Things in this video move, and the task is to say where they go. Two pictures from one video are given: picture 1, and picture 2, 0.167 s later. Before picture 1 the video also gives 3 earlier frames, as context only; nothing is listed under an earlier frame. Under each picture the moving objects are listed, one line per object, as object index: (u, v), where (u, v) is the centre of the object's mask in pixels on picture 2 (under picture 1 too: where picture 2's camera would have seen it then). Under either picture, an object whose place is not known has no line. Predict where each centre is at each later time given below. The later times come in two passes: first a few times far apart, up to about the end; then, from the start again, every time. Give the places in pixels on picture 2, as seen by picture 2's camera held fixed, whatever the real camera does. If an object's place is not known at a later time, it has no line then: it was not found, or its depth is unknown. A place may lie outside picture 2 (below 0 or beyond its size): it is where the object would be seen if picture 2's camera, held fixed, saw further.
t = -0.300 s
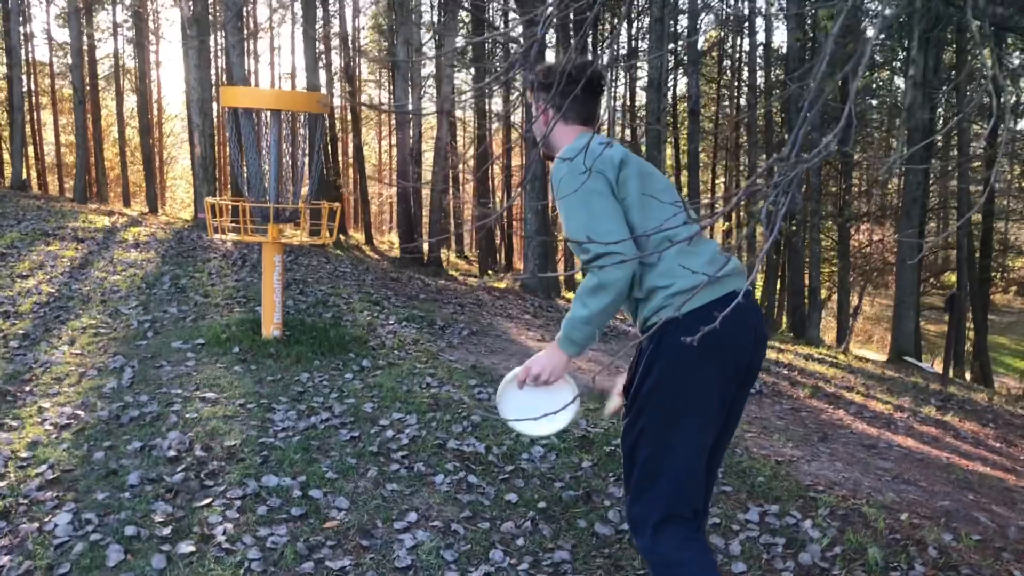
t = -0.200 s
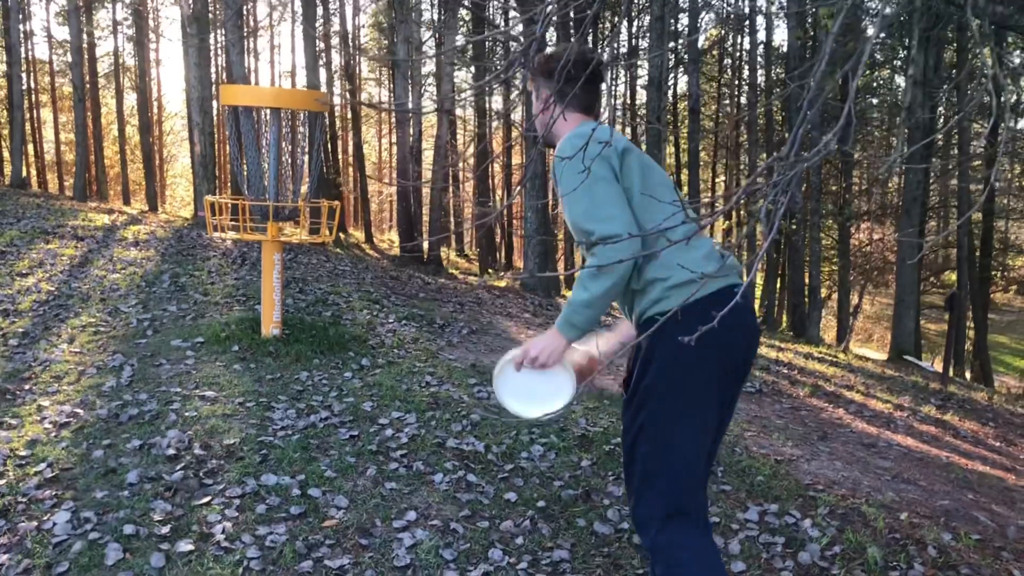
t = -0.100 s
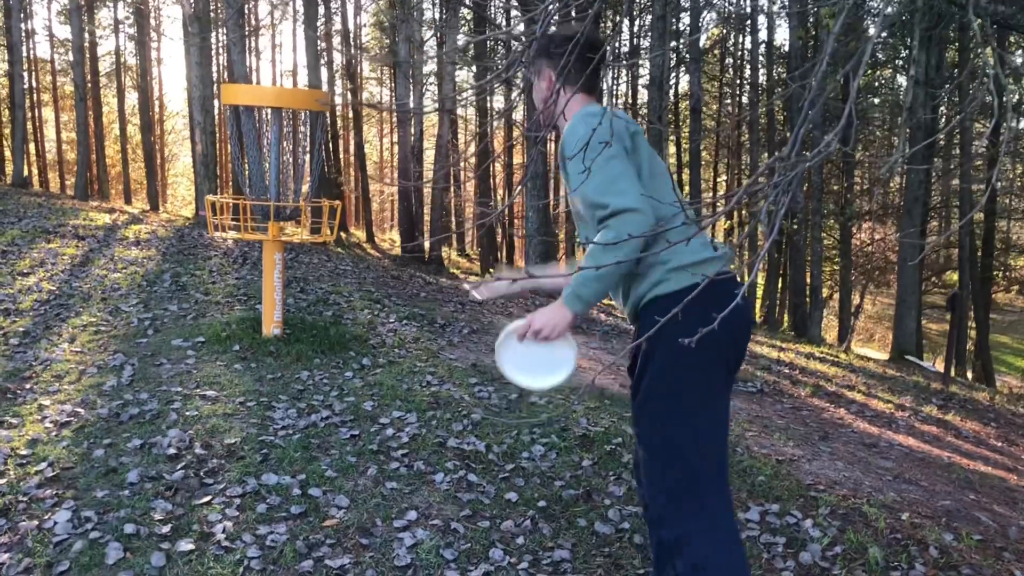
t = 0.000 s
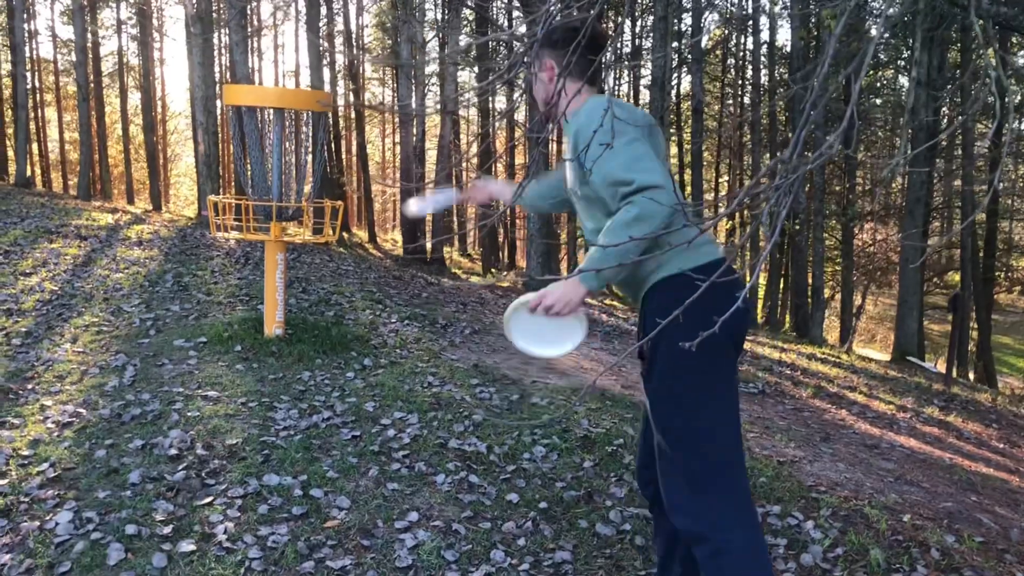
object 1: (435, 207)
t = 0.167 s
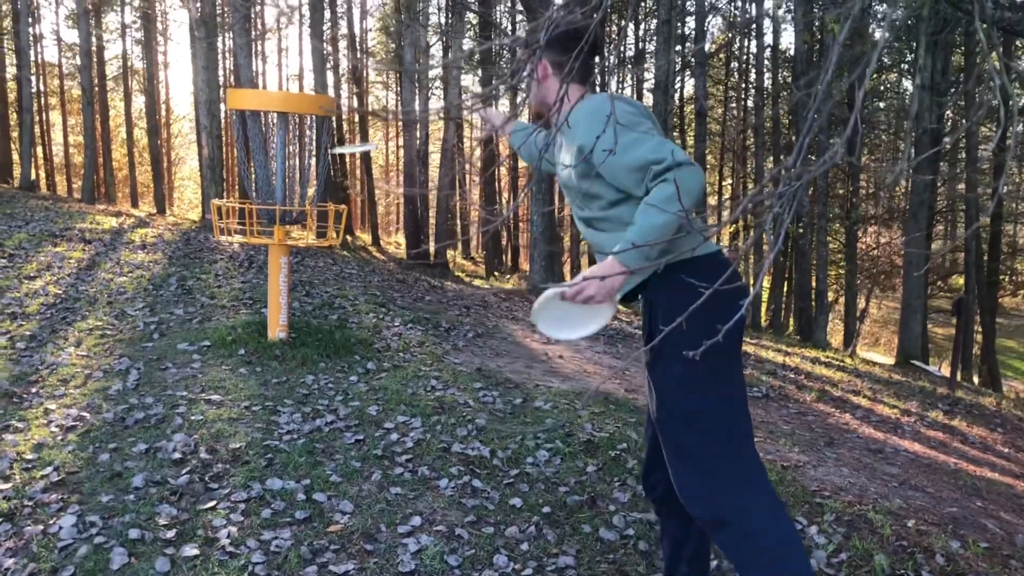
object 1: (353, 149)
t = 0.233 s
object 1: (334, 148)
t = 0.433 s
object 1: (291, 182)
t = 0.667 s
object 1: (291, 223)
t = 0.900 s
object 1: (305, 227)
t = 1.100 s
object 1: (309, 237)
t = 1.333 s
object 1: (306, 240)
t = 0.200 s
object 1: (345, 147)
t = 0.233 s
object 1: (334, 148)
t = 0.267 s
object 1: (324, 151)
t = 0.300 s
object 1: (315, 156)
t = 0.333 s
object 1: (306, 161)
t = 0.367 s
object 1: (297, 171)
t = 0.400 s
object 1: (292, 177)
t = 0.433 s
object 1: (291, 182)
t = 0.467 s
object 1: (288, 187)
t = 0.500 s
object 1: (286, 192)
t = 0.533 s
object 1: (286, 199)
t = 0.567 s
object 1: (286, 204)
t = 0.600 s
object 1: (287, 211)
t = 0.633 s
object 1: (289, 218)
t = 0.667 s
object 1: (291, 223)
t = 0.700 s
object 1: (292, 221)
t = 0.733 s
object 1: (294, 221)
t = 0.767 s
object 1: (297, 224)
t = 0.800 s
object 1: (299, 225)
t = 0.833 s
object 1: (301, 225)
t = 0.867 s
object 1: (303, 226)
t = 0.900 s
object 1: (305, 227)
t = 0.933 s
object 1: (308, 229)
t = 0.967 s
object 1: (309, 232)
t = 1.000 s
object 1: (309, 233)
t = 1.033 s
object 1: (308, 233)
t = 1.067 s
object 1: (308, 235)
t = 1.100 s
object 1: (309, 237)
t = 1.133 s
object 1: (308, 237)
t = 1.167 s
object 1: (308, 237)
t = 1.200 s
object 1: (307, 238)
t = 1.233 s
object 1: (306, 240)
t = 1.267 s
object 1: (306, 240)
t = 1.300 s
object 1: (306, 240)
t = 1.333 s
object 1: (306, 240)
